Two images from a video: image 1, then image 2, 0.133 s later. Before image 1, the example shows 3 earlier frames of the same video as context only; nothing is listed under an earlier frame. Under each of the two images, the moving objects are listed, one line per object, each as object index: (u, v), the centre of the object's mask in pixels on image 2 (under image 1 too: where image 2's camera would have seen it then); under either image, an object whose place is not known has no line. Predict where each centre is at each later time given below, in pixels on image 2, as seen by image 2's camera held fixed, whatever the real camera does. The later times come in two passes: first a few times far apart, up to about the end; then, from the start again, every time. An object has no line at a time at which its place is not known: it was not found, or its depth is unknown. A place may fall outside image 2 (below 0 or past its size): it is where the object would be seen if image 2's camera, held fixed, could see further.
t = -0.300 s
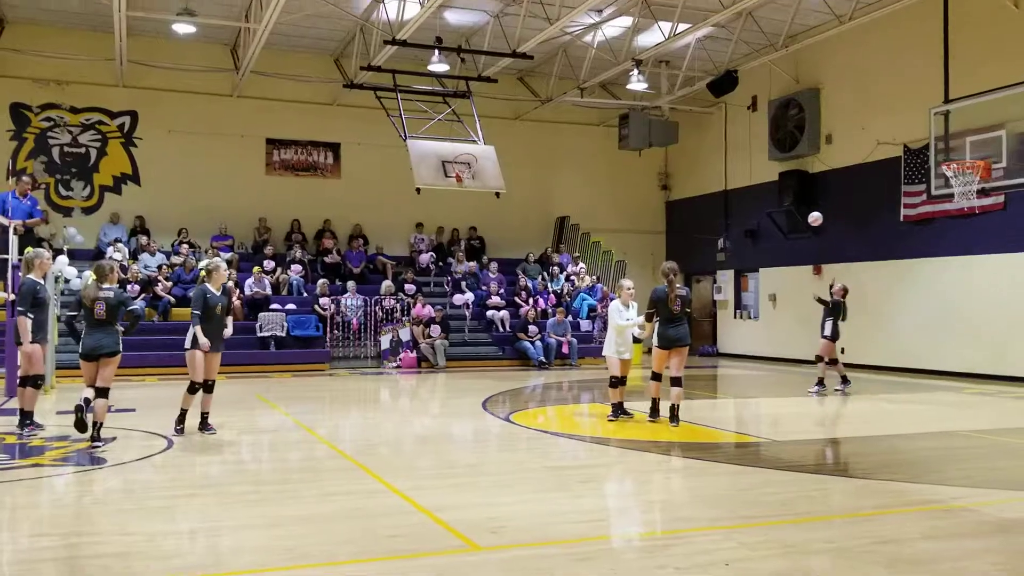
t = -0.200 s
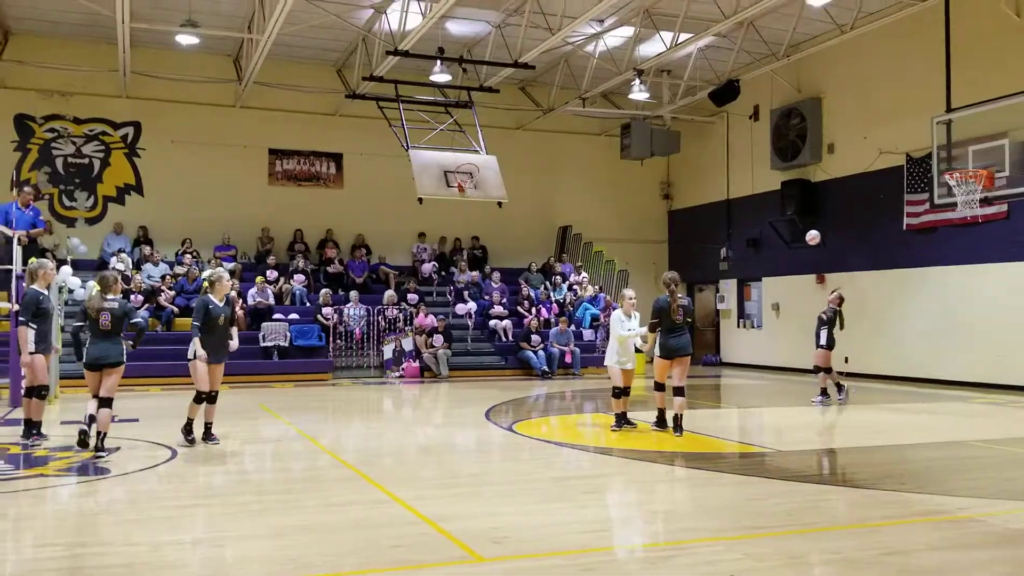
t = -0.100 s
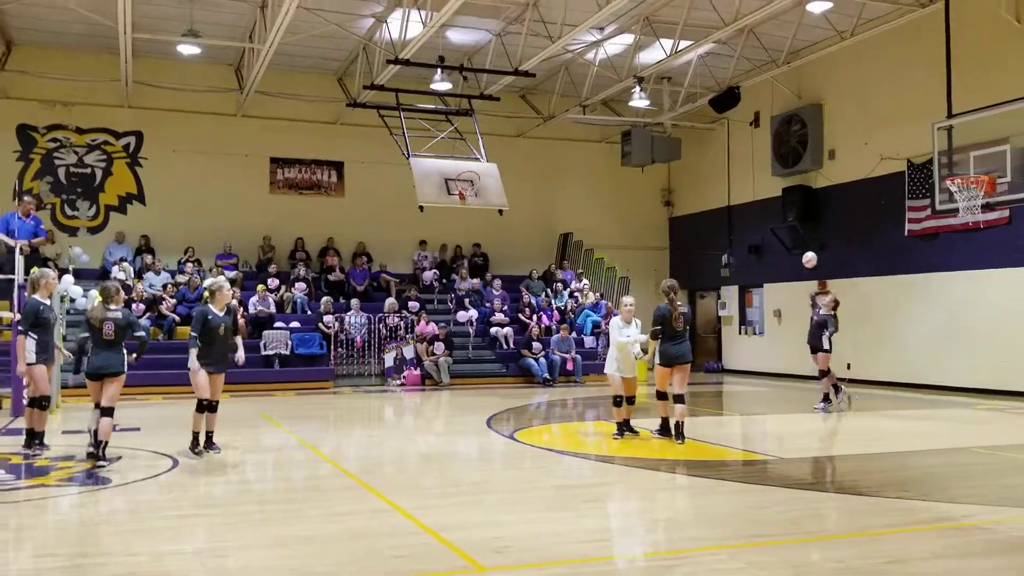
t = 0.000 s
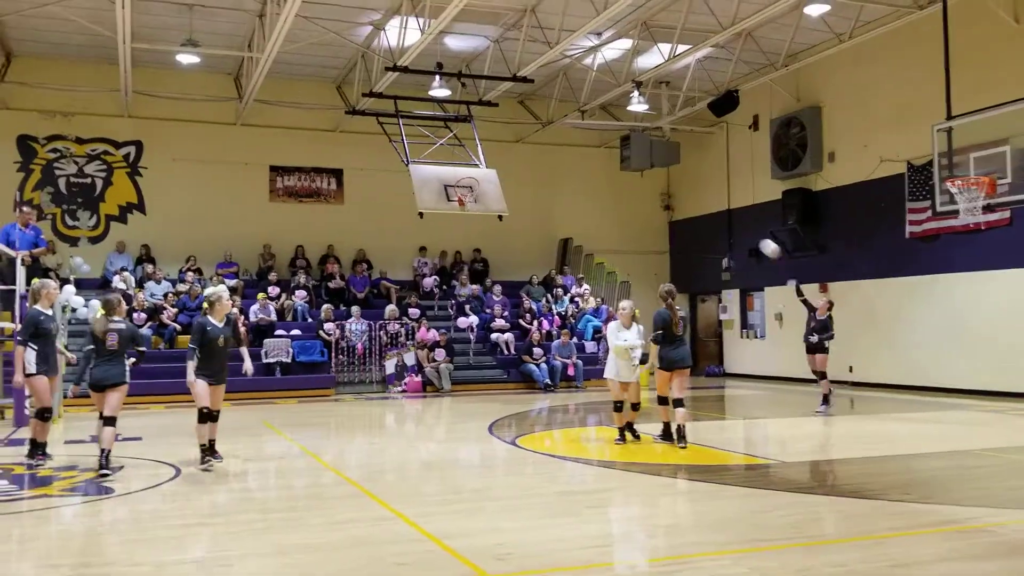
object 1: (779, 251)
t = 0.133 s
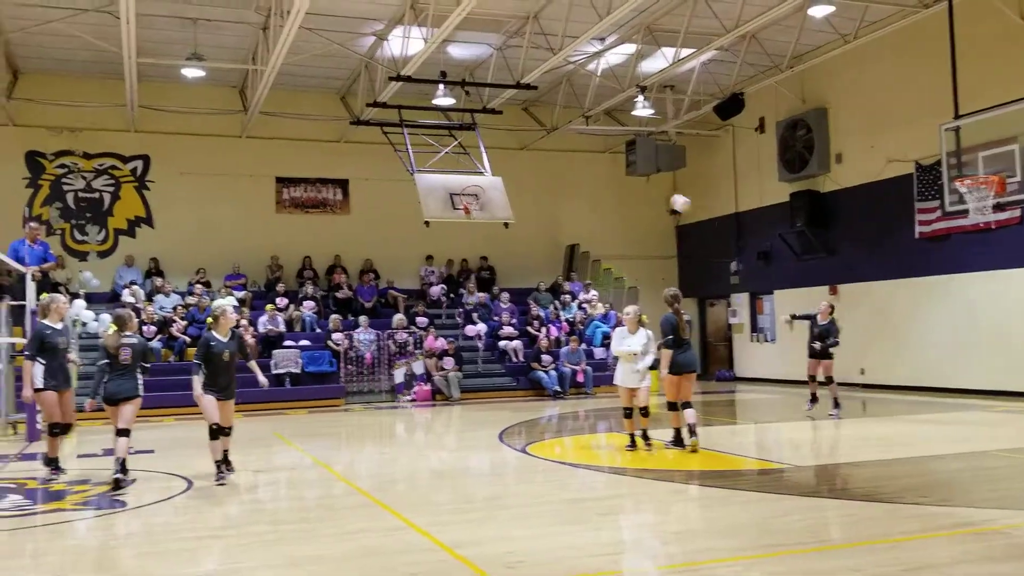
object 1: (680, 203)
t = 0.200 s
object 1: (629, 182)
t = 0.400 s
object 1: (458, 137)
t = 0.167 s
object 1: (655, 192)
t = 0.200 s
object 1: (629, 182)
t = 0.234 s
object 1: (602, 173)
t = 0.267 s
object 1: (575, 165)
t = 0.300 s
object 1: (548, 157)
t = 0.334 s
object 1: (519, 150)
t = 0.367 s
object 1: (489, 144)
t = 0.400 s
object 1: (458, 137)
